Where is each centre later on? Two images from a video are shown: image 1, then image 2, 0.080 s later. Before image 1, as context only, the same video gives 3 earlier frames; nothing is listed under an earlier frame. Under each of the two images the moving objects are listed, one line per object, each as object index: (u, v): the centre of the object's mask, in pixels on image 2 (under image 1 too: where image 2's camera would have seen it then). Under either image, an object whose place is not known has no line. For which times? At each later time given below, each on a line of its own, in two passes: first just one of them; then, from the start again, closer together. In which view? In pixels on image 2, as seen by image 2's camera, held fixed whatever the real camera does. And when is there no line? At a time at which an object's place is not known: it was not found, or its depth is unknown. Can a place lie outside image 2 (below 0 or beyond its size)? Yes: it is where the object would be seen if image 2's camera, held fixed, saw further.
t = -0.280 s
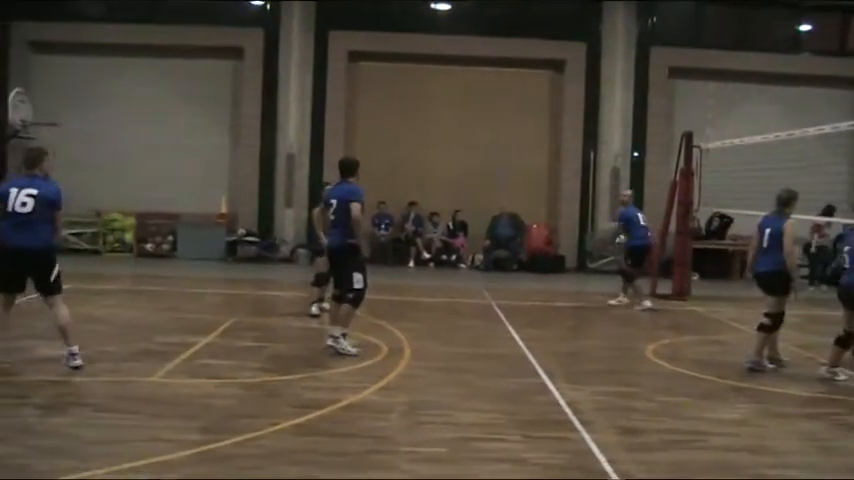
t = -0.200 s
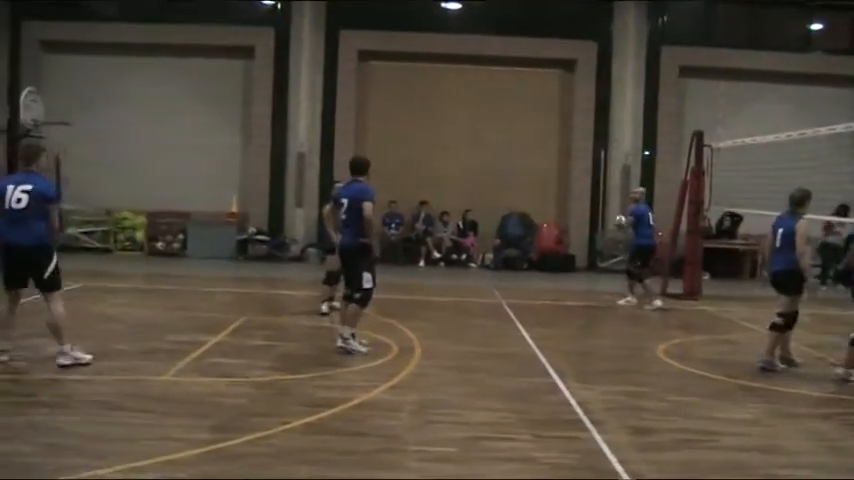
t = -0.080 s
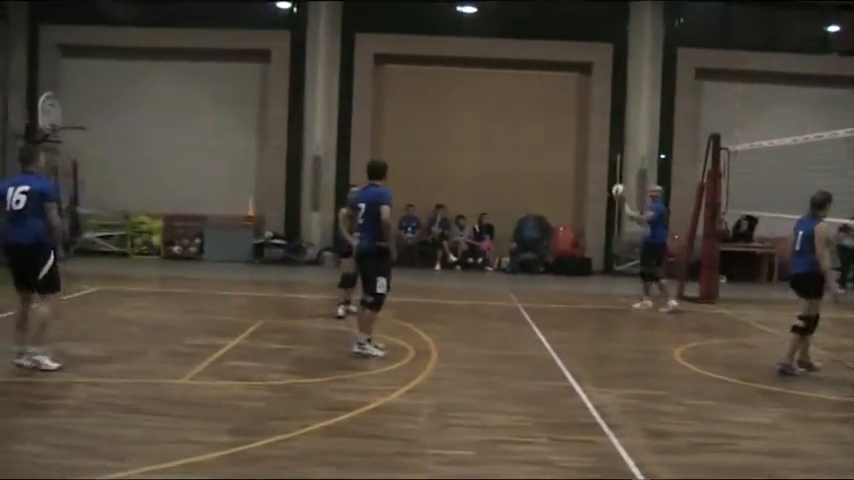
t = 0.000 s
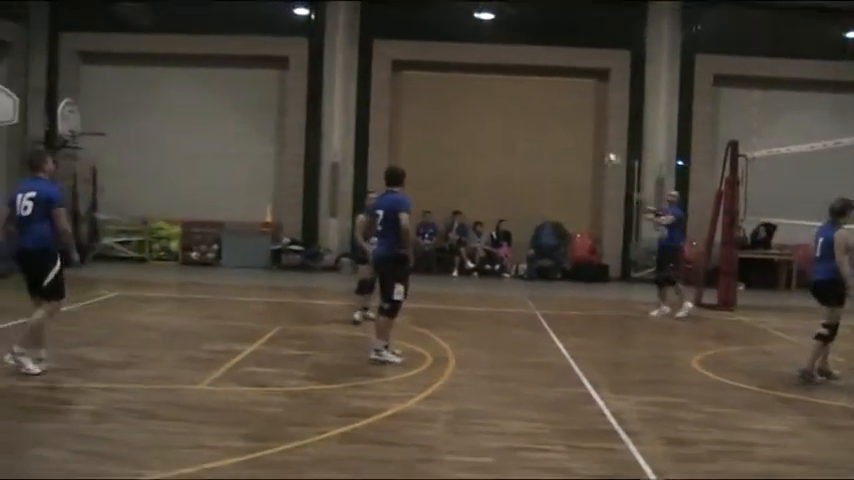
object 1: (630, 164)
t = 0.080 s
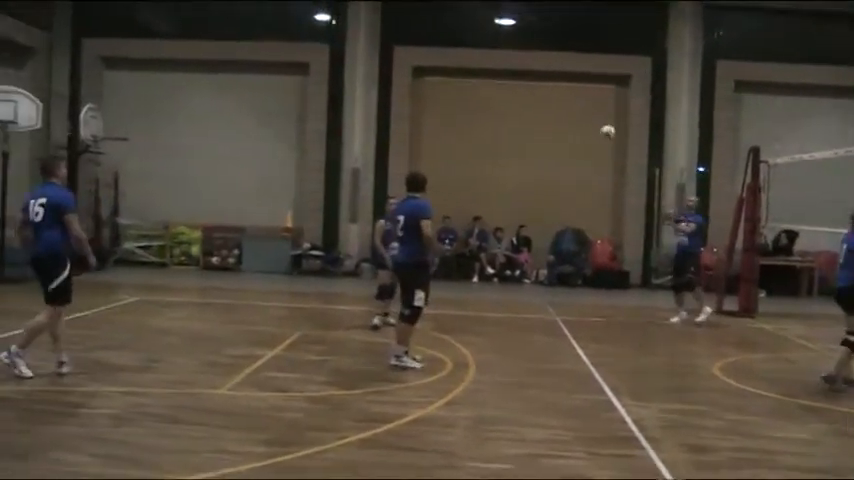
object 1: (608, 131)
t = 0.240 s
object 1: (558, 72)
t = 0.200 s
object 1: (571, 84)
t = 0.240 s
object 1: (558, 72)
